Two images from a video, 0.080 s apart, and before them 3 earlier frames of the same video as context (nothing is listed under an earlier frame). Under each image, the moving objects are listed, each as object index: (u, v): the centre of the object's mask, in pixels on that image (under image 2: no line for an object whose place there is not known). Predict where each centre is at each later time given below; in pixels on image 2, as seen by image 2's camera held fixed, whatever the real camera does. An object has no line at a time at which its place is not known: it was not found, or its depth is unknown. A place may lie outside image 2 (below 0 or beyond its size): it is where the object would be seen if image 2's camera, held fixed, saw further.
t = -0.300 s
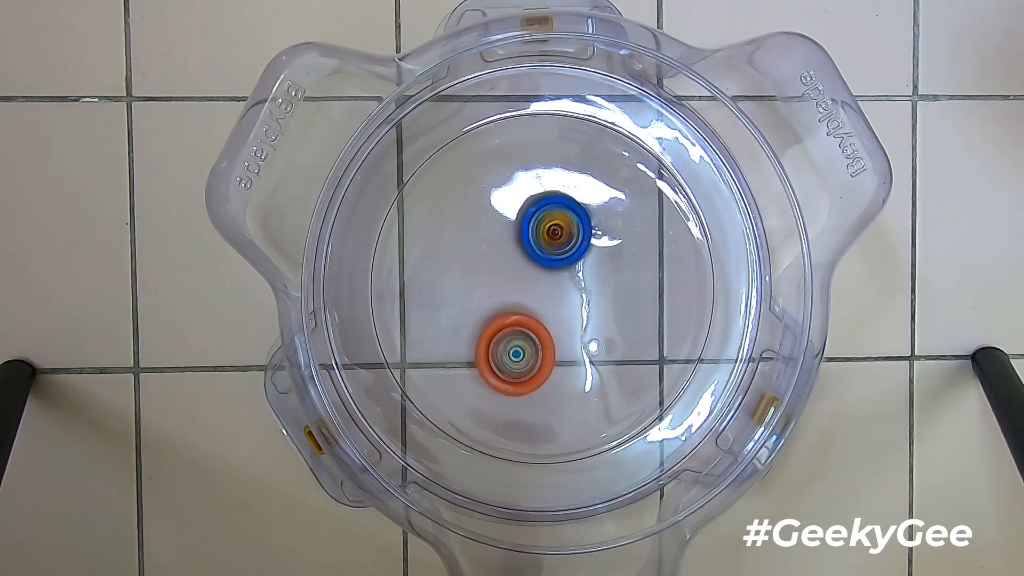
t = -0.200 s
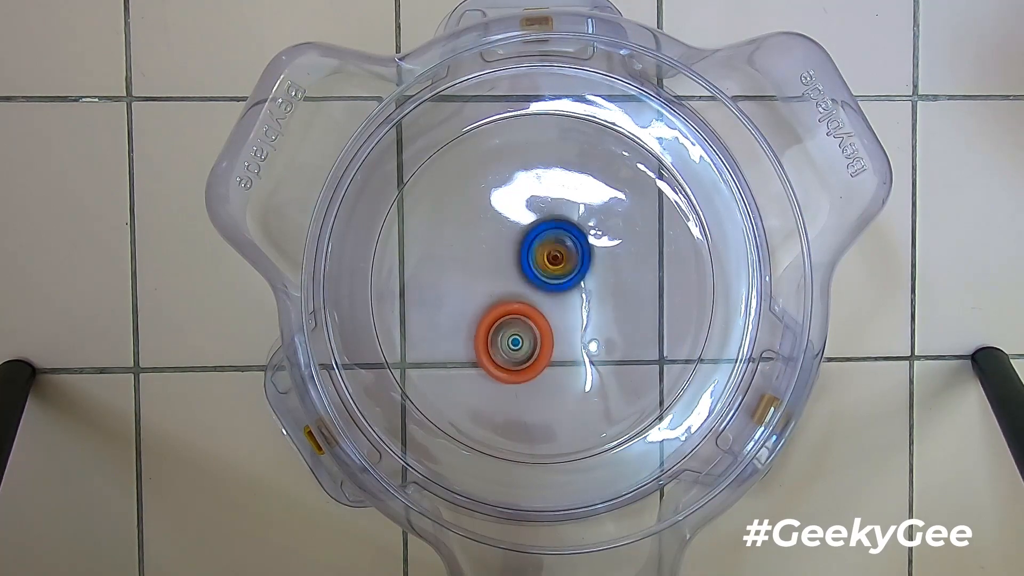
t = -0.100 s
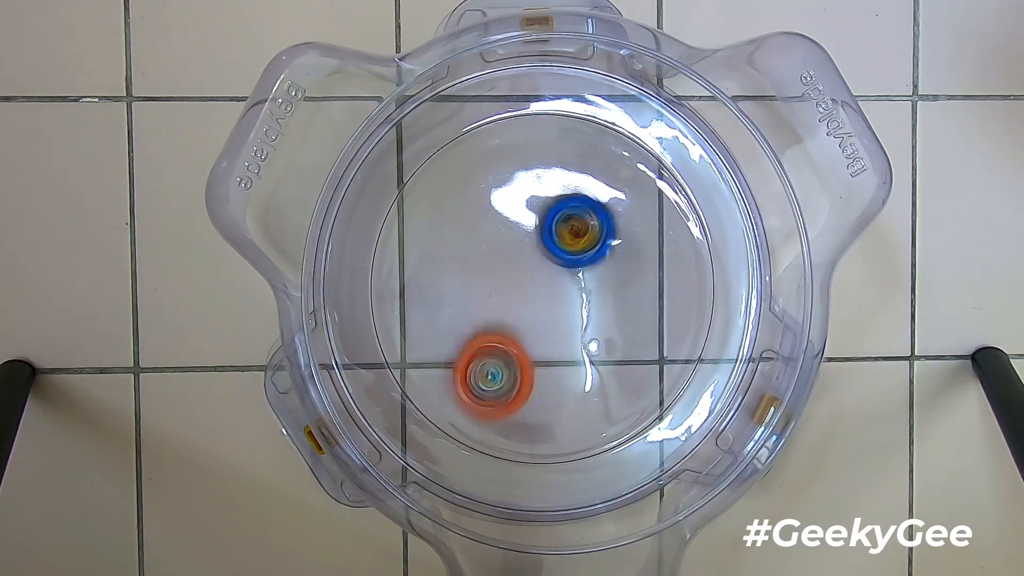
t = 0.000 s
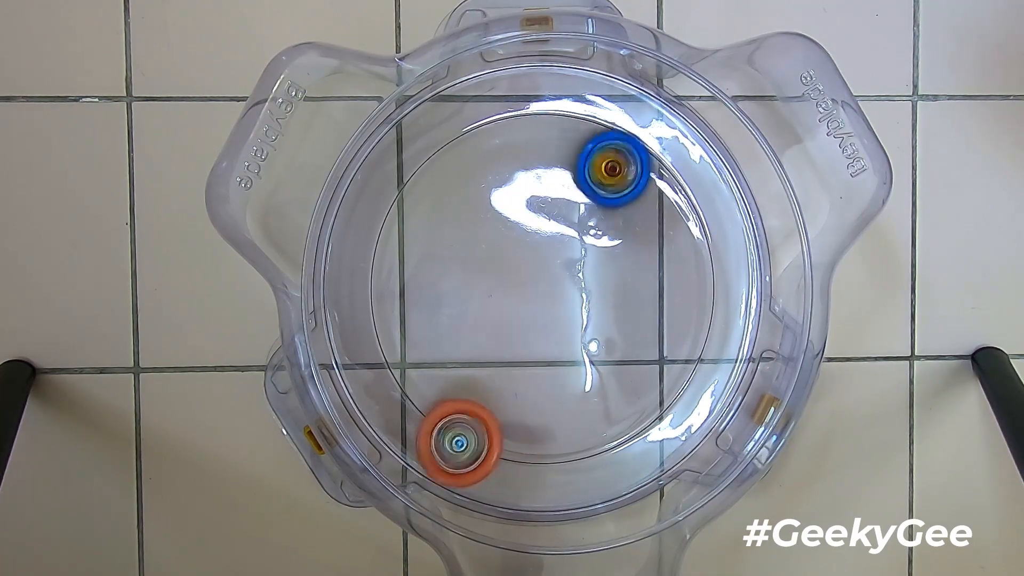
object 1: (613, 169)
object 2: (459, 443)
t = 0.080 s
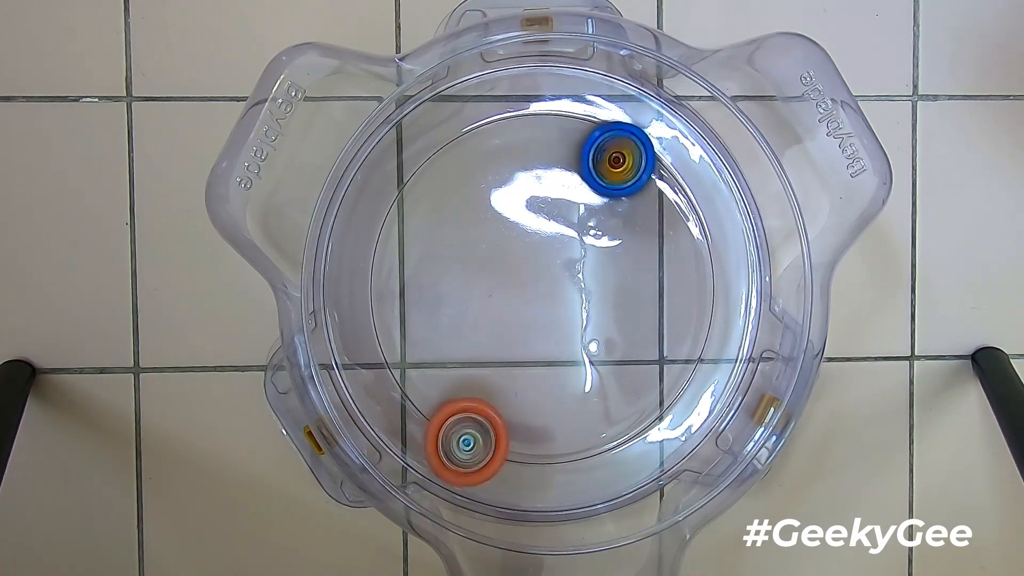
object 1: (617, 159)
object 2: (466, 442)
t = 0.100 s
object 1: (617, 162)
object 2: (471, 437)
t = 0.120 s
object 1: (615, 164)
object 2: (476, 431)
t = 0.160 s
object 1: (612, 172)
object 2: (489, 415)
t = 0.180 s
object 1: (610, 176)
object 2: (494, 406)
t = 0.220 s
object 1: (605, 186)
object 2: (508, 387)
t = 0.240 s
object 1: (603, 191)
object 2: (516, 376)
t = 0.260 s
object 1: (599, 197)
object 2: (523, 365)
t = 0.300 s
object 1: (594, 208)
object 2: (536, 342)
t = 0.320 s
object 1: (590, 212)
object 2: (542, 333)
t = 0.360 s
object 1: (584, 224)
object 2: (555, 313)
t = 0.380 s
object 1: (581, 226)
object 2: (558, 305)
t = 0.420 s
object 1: (590, 209)
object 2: (553, 311)
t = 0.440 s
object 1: (594, 201)
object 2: (551, 313)
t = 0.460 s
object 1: (596, 194)
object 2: (550, 313)
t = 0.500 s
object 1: (598, 180)
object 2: (547, 314)
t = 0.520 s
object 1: (596, 176)
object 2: (546, 314)
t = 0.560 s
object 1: (594, 176)
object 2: (544, 312)
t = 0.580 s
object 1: (592, 177)
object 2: (543, 311)
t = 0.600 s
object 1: (590, 179)
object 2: (542, 310)
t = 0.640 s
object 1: (587, 185)
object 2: (540, 307)
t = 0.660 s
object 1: (585, 190)
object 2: (539, 306)
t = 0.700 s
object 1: (582, 199)
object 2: (538, 305)
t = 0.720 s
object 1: (580, 204)
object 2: (538, 304)
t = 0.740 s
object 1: (578, 208)
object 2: (536, 303)
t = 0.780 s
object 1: (575, 218)
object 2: (534, 302)
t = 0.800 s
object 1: (573, 224)
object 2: (534, 301)
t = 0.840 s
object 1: (574, 224)
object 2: (526, 309)
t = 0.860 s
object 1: (574, 222)
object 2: (522, 315)
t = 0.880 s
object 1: (574, 221)
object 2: (519, 319)
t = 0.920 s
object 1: (573, 222)
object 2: (513, 325)
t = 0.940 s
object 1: (572, 224)
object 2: (511, 326)
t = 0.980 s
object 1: (571, 227)
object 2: (512, 325)
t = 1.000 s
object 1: (571, 229)
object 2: (512, 323)
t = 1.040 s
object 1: (571, 233)
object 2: (515, 320)
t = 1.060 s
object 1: (570, 233)
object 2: (517, 317)
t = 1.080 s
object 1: (570, 235)
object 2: (517, 314)
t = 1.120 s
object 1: (569, 238)
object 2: (520, 310)
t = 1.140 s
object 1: (569, 241)
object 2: (521, 308)
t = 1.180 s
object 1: (575, 241)
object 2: (517, 308)
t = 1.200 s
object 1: (579, 240)
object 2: (514, 309)
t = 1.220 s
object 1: (582, 241)
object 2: (512, 309)
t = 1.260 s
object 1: (587, 244)
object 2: (510, 308)
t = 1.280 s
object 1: (587, 244)
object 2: (510, 308)
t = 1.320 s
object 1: (588, 247)
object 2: (509, 304)
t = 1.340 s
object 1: (589, 248)
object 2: (511, 302)
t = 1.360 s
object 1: (589, 250)
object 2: (512, 300)
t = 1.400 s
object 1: (590, 252)
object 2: (514, 296)
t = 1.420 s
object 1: (590, 252)
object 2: (517, 294)
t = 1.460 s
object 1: (591, 254)
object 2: (520, 289)
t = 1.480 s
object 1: (595, 253)
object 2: (518, 290)
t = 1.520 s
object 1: (608, 250)
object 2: (513, 293)
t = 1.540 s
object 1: (614, 251)
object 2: (511, 294)
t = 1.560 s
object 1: (619, 251)
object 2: (510, 296)
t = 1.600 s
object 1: (626, 253)
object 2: (510, 296)
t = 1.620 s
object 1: (628, 255)
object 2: (510, 297)
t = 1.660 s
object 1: (630, 258)
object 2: (514, 296)
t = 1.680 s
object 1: (629, 260)
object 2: (515, 296)
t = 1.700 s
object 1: (629, 261)
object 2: (517, 296)
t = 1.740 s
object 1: (625, 264)
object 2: (523, 294)
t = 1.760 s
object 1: (623, 266)
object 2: (526, 294)
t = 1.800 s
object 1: (618, 269)
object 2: (533, 293)
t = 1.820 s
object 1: (615, 270)
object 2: (535, 293)
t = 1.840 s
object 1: (614, 271)
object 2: (535, 294)
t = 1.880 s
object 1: (616, 271)
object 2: (533, 296)
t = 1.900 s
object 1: (616, 271)
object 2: (532, 298)
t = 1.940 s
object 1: (615, 272)
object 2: (533, 299)
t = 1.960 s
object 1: (613, 272)
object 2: (532, 300)
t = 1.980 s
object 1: (613, 273)
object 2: (533, 301)
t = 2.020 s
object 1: (613, 272)
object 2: (532, 302)
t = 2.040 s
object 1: (614, 273)
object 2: (529, 302)
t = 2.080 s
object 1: (614, 275)
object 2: (527, 302)
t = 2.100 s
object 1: (614, 275)
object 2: (526, 302)
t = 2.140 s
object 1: (612, 276)
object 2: (526, 302)
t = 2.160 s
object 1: (611, 277)
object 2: (526, 301)
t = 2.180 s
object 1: (610, 277)
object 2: (526, 302)
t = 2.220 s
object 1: (607, 278)
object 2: (528, 301)
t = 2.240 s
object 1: (607, 278)
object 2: (527, 302)
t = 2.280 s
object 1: (608, 278)
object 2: (525, 302)
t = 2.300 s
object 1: (607, 278)
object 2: (524, 302)
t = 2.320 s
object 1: (606, 278)
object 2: (524, 303)
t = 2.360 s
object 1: (604, 278)
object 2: (522, 302)
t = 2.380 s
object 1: (603, 279)
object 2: (522, 302)
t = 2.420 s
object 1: (601, 280)
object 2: (522, 300)
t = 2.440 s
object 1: (600, 280)
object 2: (522, 300)
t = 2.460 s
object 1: (600, 280)
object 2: (521, 299)
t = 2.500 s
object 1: (599, 280)
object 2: (518, 298)
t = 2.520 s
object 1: (598, 280)
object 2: (518, 297)
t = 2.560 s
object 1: (597, 281)
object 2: (516, 295)
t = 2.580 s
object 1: (601, 281)
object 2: (511, 295)
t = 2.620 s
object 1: (605, 281)
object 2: (503, 292)
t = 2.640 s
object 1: (606, 281)
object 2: (501, 292)
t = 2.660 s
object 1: (605, 281)
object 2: (499, 290)
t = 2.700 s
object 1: (603, 283)
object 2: (498, 288)
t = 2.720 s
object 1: (603, 284)
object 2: (498, 287)
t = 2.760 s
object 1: (603, 286)
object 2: (500, 286)
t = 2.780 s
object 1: (602, 287)
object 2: (501, 285)
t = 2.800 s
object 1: (602, 287)
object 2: (503, 285)
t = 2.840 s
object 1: (601, 289)
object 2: (507, 285)
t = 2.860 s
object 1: (600, 290)
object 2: (509, 285)
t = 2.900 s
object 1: (599, 291)
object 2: (514, 285)
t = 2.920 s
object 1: (599, 292)
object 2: (515, 286)
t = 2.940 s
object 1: (599, 293)
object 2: (517, 287)
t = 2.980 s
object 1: (606, 296)
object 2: (513, 285)
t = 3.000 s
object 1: (615, 299)
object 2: (506, 284)
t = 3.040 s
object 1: (627, 304)
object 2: (494, 282)
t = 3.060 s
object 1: (631, 306)
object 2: (491, 281)
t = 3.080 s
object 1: (633, 309)
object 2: (489, 280)
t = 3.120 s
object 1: (634, 313)
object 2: (488, 279)
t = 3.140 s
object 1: (634, 315)
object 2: (488, 278)
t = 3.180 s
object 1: (632, 318)
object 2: (492, 278)
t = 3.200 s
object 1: (631, 319)
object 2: (493, 278)
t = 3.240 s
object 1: (628, 320)
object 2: (499, 278)
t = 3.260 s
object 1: (626, 321)
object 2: (501, 278)
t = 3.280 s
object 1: (624, 321)
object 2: (504, 279)
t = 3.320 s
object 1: (619, 321)
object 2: (508, 280)
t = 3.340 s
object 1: (617, 321)
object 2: (512, 281)
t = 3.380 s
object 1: (612, 320)
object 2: (515, 282)
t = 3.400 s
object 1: (610, 320)
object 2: (518, 283)
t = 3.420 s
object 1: (608, 319)
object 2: (520, 283)
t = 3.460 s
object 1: (603, 319)
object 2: (524, 285)
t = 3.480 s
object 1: (601, 318)
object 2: (525, 286)
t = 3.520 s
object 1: (601, 319)
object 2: (524, 286)
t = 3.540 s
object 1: (602, 321)
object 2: (522, 285)
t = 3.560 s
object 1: (602, 320)
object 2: (522, 285)
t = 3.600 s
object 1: (600, 319)
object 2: (521, 284)
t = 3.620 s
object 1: (599, 319)
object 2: (521, 283)
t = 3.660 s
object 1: (595, 318)
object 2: (522, 283)
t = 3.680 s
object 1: (594, 317)
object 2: (522, 281)
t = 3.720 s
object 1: (595, 318)
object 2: (519, 278)
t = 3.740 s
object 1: (594, 318)
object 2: (518, 276)
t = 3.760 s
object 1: (593, 318)
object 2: (517, 276)
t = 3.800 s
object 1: (592, 317)
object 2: (517, 275)
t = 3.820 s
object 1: (591, 318)
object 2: (518, 275)
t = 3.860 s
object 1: (590, 317)
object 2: (518, 275)
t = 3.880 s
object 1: (590, 317)
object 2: (518, 275)
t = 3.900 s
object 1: (590, 317)
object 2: (518, 275)
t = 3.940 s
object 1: (590, 317)
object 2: (518, 275)
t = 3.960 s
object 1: (590, 317)
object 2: (517, 274)
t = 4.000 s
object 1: (590, 318)
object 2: (518, 274)
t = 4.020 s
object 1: (590, 318)
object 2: (519, 274)
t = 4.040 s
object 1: (590, 318)
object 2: (519, 274)
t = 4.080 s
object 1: (589, 319)
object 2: (519, 274)
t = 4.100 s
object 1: (589, 318)
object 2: (519, 273)
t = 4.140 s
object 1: (591, 319)
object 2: (519, 273)
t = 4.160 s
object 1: (591, 320)
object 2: (518, 272)
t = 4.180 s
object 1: (591, 319)
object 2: (518, 273)
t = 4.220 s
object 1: (590, 319)
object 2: (519, 273)
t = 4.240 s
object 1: (590, 319)
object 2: (519, 273)
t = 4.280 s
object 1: (592, 321)
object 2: (516, 274)
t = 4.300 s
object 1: (592, 321)
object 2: (516, 273)
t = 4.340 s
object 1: (591, 320)
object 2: (517, 274)
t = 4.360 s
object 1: (590, 320)
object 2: (517, 274)
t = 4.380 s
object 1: (589, 319)
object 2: (517, 275)
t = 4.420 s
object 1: (589, 319)
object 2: (515, 273)
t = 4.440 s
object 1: (589, 319)
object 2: (516, 273)
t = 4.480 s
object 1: (590, 319)
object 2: (515, 272)
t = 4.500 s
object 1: (593, 322)
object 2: (512, 269)
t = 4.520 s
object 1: (596, 324)
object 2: (510, 267)
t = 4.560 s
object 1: (599, 325)
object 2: (507, 264)
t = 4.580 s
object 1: (598, 324)
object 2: (507, 264)
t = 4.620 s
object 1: (597, 323)
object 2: (508, 264)
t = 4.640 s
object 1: (596, 323)
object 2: (510, 265)
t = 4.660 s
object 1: (594, 322)
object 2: (511, 265)
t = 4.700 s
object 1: (592, 321)
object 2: (515, 266)
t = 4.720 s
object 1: (590, 321)
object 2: (516, 268)
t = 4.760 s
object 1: (588, 320)
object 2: (521, 270)
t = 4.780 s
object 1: (587, 320)
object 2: (524, 272)
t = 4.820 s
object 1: (592, 324)
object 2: (521, 271)
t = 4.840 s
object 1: (595, 326)
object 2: (521, 269)
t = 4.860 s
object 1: (596, 326)
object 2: (519, 268)
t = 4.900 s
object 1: (597, 326)
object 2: (519, 268)
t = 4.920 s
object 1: (596, 326)
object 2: (521, 269)
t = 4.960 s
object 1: (594, 325)
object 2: (522, 270)
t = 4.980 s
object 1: (593, 324)
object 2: (524, 270)
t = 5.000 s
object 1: (591, 324)
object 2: (524, 271)
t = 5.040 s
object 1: (590, 325)
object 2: (525, 271)
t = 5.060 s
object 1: (593, 328)
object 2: (521, 269)
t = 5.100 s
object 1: (595, 332)
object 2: (516, 265)
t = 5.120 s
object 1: (595, 333)
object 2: (515, 264)
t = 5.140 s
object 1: (594, 333)
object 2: (513, 263)
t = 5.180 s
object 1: (592, 333)
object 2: (513, 263)
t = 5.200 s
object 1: (591, 333)
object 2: (514, 263)
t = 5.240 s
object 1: (589, 334)
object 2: (515, 264)
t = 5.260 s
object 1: (588, 334)
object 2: (516, 264)
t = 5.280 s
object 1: (587, 334)
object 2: (516, 264)
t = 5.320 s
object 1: (585, 333)
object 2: (518, 265)
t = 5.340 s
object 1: (584, 333)
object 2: (520, 266)
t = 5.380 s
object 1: (582, 333)
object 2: (522, 268)
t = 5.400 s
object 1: (581, 333)
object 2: (524, 268)
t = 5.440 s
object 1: (579, 333)
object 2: (526, 270)
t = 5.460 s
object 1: (579, 334)
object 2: (526, 269)
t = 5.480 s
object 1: (580, 337)
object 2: (526, 268)
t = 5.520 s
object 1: (580, 338)
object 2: (526, 266)
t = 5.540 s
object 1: (580, 338)
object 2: (526, 265)
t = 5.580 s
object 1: (578, 337)
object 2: (527, 265)
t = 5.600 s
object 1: (577, 336)
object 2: (527, 266)
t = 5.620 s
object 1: (576, 336)
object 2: (529, 266)
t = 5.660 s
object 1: (574, 335)
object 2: (531, 268)
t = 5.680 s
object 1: (575, 335)
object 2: (530, 268)
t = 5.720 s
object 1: (580, 343)
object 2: (525, 259)
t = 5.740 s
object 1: (582, 345)
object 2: (524, 257)
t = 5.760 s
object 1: (582, 346)
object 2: (523, 254)
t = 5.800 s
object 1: (582, 346)
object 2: (522, 252)
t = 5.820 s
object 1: (582, 346)
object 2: (521, 252)
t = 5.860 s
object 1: (581, 344)
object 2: (522, 253)
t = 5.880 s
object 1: (580, 342)
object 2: (523, 254)
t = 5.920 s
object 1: (578, 340)
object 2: (524, 257)
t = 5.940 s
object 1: (576, 339)
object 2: (524, 258)
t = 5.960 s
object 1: (576, 338)
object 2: (525, 260)
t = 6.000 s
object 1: (573, 335)
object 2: (527, 263)
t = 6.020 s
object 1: (574, 336)
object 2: (526, 263)
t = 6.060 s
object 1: (578, 338)
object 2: (525, 261)
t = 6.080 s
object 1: (578, 338)
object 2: (523, 261)
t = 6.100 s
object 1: (578, 338)
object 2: (524, 261)
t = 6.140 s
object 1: (577, 337)
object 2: (524, 261)
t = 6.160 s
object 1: (576, 336)
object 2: (524, 262)
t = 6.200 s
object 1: (574, 335)
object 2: (525, 263)
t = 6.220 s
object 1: (573, 333)
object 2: (525, 265)
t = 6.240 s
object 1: (576, 337)
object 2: (524, 261)
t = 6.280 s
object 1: (581, 348)
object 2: (520, 251)
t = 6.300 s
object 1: (583, 353)
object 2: (518, 247)
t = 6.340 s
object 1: (585, 358)
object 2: (518, 242)
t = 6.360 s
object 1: (585, 357)
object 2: (519, 241)
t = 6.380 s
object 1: (585, 357)
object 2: (519, 241)
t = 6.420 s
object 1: (582, 355)
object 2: (521, 242)
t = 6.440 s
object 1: (581, 354)
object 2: (523, 243)
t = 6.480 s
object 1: (578, 351)
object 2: (526, 247)
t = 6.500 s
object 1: (577, 349)
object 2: (526, 249)
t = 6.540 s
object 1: (574, 346)
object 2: (528, 253)
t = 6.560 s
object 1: (572, 345)
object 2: (530, 256)
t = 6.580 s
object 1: (570, 344)
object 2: (530, 258)
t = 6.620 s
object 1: (568, 341)
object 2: (532, 262)
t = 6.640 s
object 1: (566, 339)
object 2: (534, 265)
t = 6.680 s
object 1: (569, 352)
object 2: (529, 253)
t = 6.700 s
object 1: (570, 359)
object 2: (525, 244)
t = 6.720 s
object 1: (570, 365)
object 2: (523, 237)
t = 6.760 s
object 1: (569, 372)
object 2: (519, 227)
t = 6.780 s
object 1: (566, 374)
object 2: (518, 224)
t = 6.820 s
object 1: (561, 373)
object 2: (518, 222)
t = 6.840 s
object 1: (559, 372)
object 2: (519, 223)
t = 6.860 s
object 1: (556, 370)
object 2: (519, 224)
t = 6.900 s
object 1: (551, 367)
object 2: (521, 227)
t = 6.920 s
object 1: (549, 365)
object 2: (523, 229)
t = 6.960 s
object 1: (545, 362)
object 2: (524, 233)
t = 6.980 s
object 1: (544, 360)
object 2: (524, 236)
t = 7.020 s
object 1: (540, 356)
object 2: (525, 241)
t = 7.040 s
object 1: (539, 354)
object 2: (526, 243)
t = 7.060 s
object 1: (537, 352)
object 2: (525, 246)
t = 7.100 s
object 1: (535, 349)
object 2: (526, 251)
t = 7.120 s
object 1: (534, 347)
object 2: (528, 252)
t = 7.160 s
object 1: (533, 345)
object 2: (528, 256)
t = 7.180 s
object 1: (533, 344)
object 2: (528, 259)
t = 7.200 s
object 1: (532, 342)
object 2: (529, 259)
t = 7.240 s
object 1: (532, 345)
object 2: (530, 258)
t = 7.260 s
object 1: (532, 345)
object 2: (531, 258)
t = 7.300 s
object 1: (532, 343)
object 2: (533, 258)
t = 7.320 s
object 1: (531, 343)
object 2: (534, 258)
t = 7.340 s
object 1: (531, 341)
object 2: (535, 259)
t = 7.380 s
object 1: (530, 341)
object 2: (536, 261)
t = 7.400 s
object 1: (529, 343)
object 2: (538, 258)
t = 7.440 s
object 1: (527, 350)
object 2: (541, 250)
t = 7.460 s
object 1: (526, 351)
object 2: (542, 247)
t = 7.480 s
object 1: (526, 351)
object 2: (543, 246)
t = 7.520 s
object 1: (525, 350)
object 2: (544, 245)
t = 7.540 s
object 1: (525, 349)
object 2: (545, 245)
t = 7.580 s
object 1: (525, 347)
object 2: (546, 248)
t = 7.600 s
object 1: (524, 347)
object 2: (545, 249)
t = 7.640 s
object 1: (524, 345)
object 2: (545, 253)
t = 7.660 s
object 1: (523, 344)
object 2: (545, 255)
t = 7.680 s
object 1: (523, 343)
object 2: (545, 256)
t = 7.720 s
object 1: (522, 341)
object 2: (544, 259)
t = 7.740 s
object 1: (522, 340)
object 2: (543, 260)
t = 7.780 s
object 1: (521, 341)
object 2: (544, 260)
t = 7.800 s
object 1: (521, 343)
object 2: (545, 260)
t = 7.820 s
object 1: (521, 344)
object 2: (546, 260)
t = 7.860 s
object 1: (521, 343)
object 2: (546, 261)
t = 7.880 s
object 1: (521, 343)
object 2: (546, 263)
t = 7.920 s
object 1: (520, 343)
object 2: (546, 262)
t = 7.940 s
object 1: (518, 349)
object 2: (549, 256)
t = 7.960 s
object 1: (515, 355)
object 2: (551, 250)
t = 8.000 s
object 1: (514, 359)
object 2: (554, 244)
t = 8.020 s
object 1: (514, 359)
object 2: (555, 243)
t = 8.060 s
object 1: (513, 360)
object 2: (557, 244)
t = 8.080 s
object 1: (513, 358)
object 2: (557, 243)
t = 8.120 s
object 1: (513, 356)
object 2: (557, 246)
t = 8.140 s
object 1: (512, 355)
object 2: (556, 249)
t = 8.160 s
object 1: (512, 353)
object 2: (555, 249)
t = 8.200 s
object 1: (511, 351)
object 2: (554, 252)
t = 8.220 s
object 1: (511, 350)
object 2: (554, 254)
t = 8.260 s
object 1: (511, 348)
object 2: (553, 256)
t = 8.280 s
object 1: (510, 347)
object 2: (552, 257)
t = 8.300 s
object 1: (510, 346)
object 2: (551, 257)
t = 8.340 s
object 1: (509, 345)
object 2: (549, 259)
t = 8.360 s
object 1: (509, 344)
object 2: (549, 260)
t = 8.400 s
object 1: (509, 342)
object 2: (548, 262)
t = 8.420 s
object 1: (509, 340)
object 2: (547, 264)
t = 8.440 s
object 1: (509, 338)
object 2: (546, 264)
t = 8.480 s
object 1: (509, 335)
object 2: (548, 262)
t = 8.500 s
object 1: (508, 333)
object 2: (549, 260)
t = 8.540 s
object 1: (508, 327)
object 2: (552, 258)
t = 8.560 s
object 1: (508, 326)
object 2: (553, 257)
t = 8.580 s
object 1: (507, 325)
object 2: (556, 255)
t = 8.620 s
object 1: (506, 322)
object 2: (560, 253)
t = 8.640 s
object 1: (506, 320)
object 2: (561, 254)
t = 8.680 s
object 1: (505, 317)
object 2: (561, 255)
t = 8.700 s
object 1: (504, 314)
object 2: (561, 256)
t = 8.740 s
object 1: (491, 321)
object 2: (572, 245)
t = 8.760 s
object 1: (484, 324)
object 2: (579, 242)
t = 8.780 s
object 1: (479, 325)
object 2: (583, 238)
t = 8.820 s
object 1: (470, 324)
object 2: (588, 234)
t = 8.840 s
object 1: (466, 322)
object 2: (592, 236)
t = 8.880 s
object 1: (462, 319)
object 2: (592, 237)
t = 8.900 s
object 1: (462, 318)
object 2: (591, 239)
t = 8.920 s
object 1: (461, 317)
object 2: (590, 240)
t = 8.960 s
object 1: (461, 315)
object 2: (587, 243)
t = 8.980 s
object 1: (463, 314)
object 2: (586, 245)
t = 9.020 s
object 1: (465, 312)
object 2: (581, 248)
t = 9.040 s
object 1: (467, 311)
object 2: (580, 250)
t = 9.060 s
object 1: (468, 309)
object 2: (578, 252)
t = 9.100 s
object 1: (471, 306)
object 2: (575, 255)
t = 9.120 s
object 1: (472, 305)
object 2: (573, 256)
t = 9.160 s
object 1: (474, 302)
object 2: (570, 261)
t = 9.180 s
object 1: (475, 301)
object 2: (569, 264)
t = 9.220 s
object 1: (476, 299)
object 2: (565, 269)
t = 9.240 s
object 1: (477, 298)
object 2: (564, 273)
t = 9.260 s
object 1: (479, 296)
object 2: (562, 275)
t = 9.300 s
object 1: (481, 293)
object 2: (561, 281)
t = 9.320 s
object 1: (480, 292)
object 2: (563, 282)
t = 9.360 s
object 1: (481, 290)
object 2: (565, 285)
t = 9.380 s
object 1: (482, 288)
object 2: (566, 285)
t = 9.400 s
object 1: (485, 286)
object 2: (565, 286)
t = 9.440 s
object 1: (476, 280)
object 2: (578, 289)
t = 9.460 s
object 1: (473, 277)
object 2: (584, 291)
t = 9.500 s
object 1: (471, 269)
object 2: (592, 292)
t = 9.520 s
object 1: (472, 267)
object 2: (594, 292)
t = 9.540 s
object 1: (473, 263)
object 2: (596, 292)
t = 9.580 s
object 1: (475, 258)
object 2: (594, 293)
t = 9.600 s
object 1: (477, 255)
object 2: (594, 293)
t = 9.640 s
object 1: (480, 252)
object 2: (592, 292)
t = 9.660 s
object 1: (481, 252)
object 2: (592, 292)
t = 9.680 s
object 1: (483, 251)
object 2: (590, 291)
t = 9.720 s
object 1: (485, 250)
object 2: (589, 291)
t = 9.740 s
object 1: (486, 250)
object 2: (588, 290)
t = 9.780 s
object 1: (487, 250)
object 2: (587, 290)
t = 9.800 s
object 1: (489, 250)
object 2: (586, 289)
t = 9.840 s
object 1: (491, 250)
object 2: (584, 289)
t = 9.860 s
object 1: (491, 250)
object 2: (584, 289)
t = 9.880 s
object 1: (493, 250)
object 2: (583, 289)
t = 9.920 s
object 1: (495, 250)
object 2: (581, 288)
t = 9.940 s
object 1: (497, 251)
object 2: (580, 288)
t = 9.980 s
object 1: (499, 250)
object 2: (578, 287)
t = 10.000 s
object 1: (501, 250)
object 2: (578, 287)
